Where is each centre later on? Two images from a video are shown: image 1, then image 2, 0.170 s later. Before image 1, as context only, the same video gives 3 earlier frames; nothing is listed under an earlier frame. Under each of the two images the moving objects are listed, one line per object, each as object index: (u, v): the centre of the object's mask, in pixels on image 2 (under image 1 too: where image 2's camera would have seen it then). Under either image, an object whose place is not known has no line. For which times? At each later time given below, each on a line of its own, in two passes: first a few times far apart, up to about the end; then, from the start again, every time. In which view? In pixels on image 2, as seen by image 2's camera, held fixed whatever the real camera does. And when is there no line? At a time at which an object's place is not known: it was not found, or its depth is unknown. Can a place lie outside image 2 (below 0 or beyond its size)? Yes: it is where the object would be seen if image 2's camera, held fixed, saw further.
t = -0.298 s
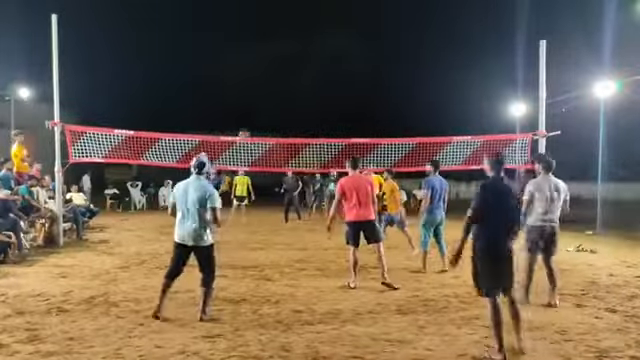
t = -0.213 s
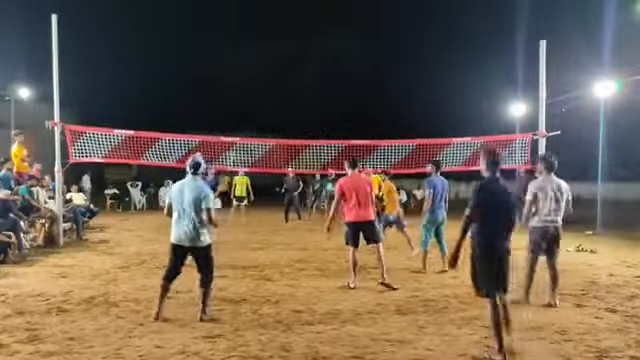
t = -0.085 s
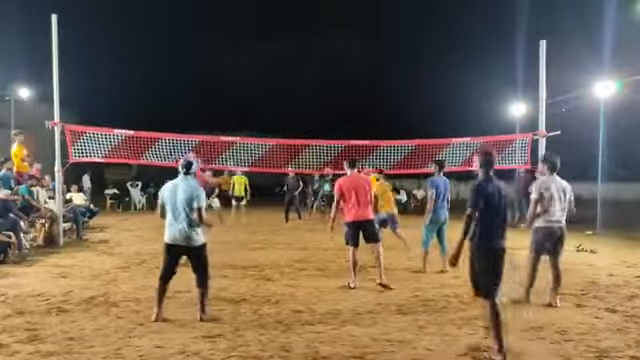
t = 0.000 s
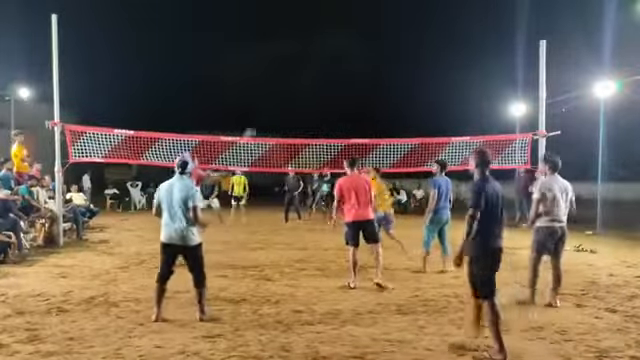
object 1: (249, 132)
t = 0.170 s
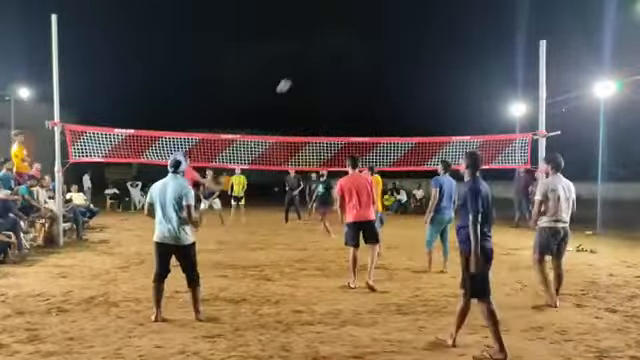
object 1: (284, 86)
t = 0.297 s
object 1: (302, 69)
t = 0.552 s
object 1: (334, 57)
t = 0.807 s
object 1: (359, 70)
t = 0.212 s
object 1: (290, 79)
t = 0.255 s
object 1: (296, 73)
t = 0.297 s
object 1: (302, 69)
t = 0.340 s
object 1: (308, 65)
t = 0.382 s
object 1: (313, 62)
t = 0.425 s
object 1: (318, 59)
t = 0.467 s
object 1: (323, 58)
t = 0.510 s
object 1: (328, 57)
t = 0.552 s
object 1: (334, 57)
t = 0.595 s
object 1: (338, 58)
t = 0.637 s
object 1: (343, 59)
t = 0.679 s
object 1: (348, 61)
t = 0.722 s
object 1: (352, 63)
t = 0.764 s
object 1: (356, 67)
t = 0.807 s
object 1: (359, 70)
